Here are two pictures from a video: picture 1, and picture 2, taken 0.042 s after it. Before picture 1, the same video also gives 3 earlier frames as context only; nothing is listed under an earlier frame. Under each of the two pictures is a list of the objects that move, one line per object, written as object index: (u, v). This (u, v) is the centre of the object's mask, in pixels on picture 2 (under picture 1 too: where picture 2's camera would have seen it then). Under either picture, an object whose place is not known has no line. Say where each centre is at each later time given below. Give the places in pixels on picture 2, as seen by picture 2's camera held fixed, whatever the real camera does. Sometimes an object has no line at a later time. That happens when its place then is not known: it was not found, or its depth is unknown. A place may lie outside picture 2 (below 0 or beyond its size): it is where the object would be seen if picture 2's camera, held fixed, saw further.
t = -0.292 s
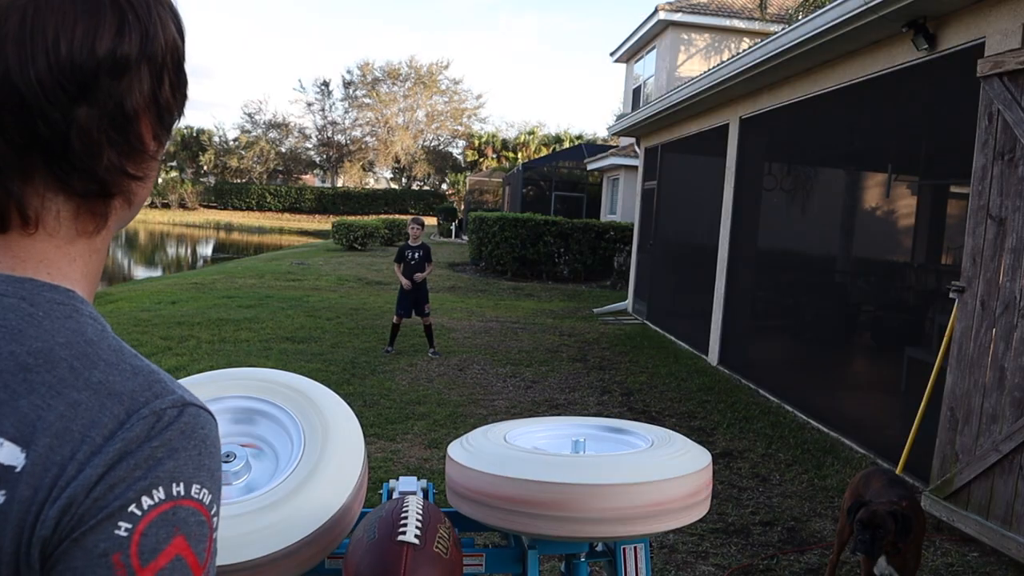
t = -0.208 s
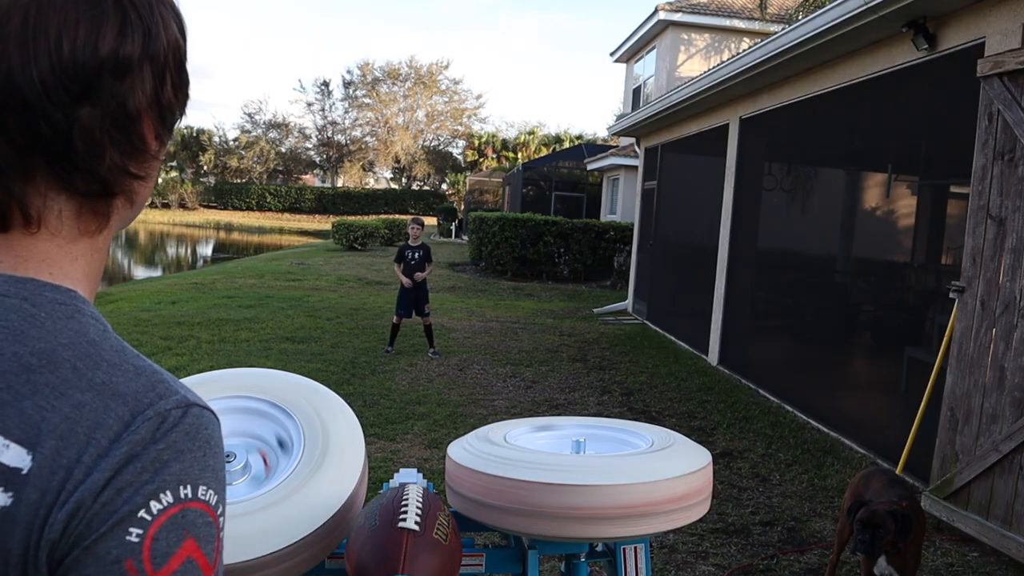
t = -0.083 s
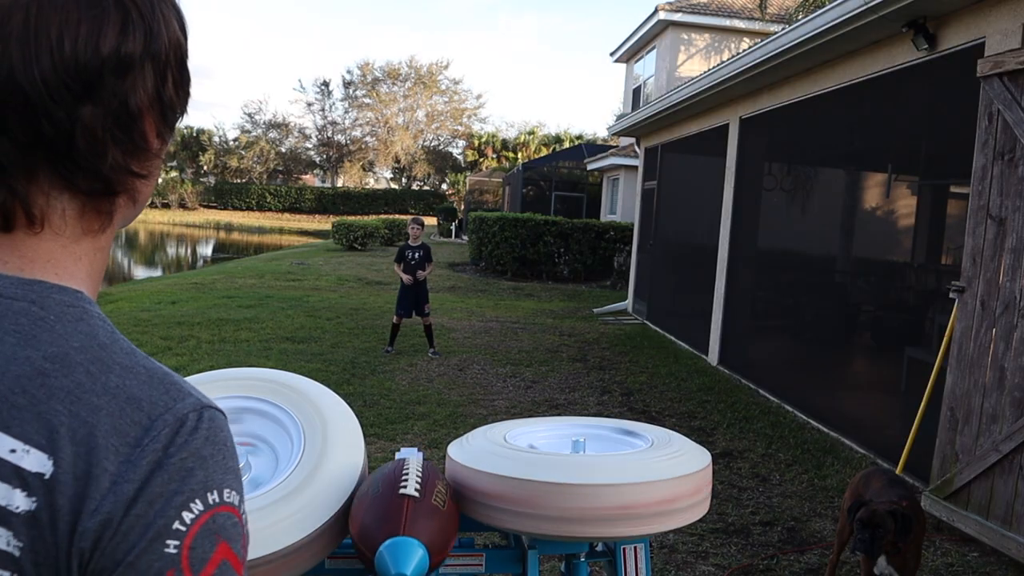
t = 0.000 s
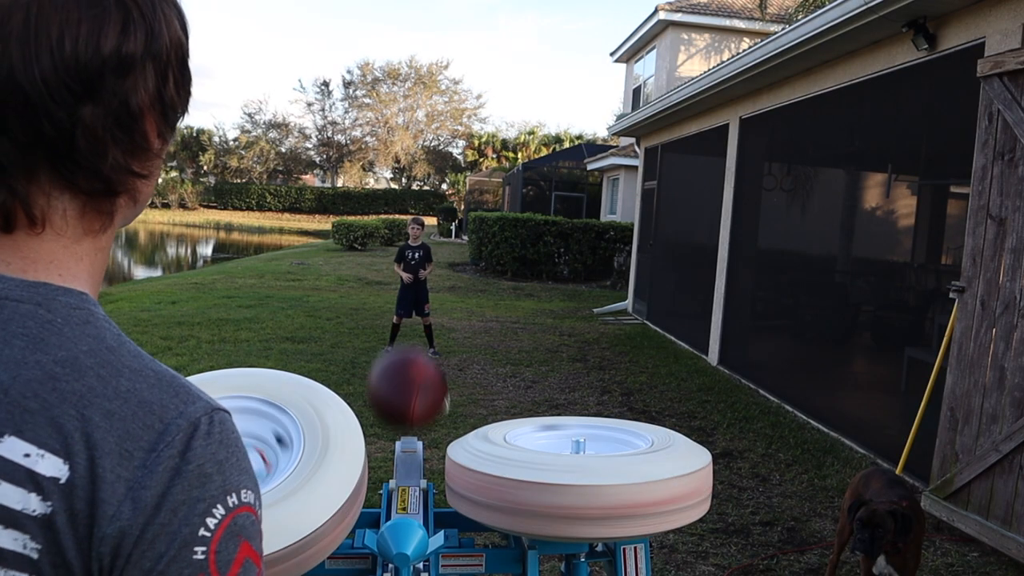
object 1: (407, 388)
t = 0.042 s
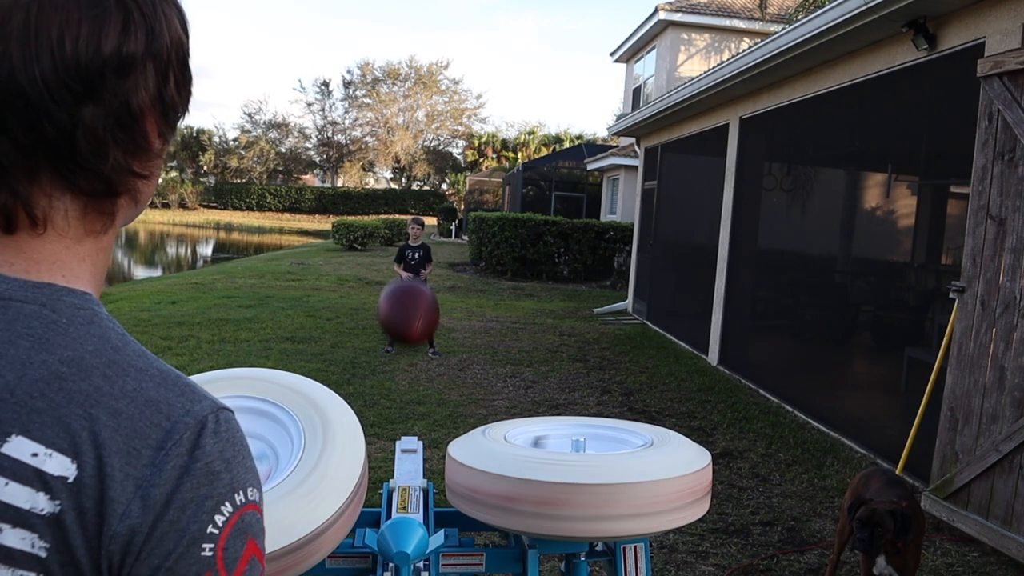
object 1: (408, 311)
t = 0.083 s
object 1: (407, 267)
